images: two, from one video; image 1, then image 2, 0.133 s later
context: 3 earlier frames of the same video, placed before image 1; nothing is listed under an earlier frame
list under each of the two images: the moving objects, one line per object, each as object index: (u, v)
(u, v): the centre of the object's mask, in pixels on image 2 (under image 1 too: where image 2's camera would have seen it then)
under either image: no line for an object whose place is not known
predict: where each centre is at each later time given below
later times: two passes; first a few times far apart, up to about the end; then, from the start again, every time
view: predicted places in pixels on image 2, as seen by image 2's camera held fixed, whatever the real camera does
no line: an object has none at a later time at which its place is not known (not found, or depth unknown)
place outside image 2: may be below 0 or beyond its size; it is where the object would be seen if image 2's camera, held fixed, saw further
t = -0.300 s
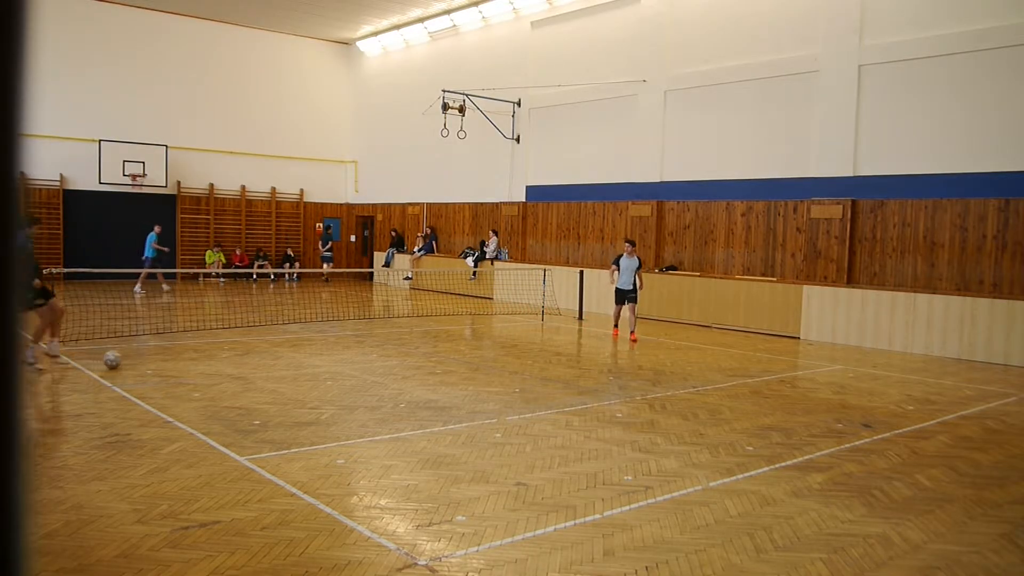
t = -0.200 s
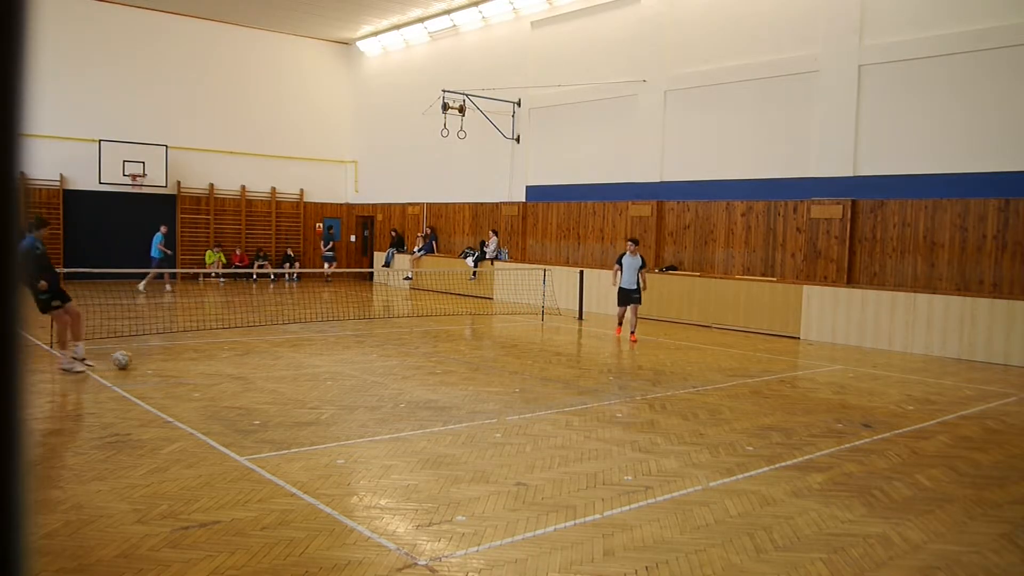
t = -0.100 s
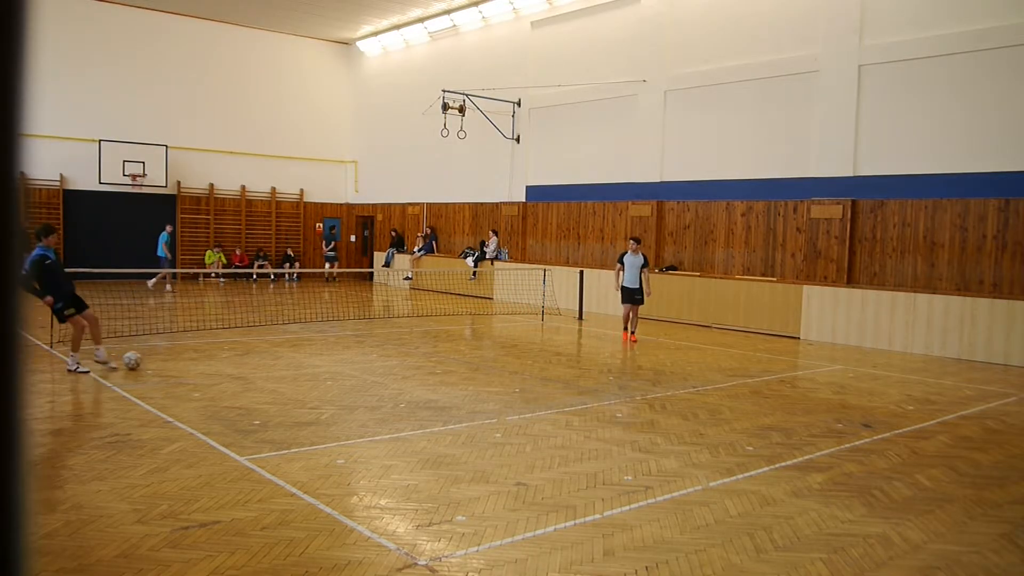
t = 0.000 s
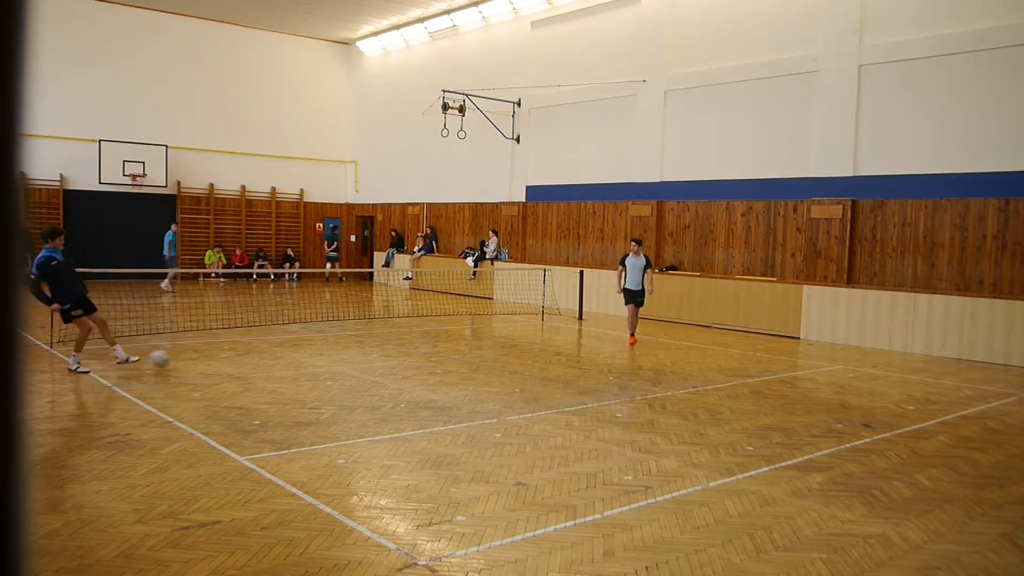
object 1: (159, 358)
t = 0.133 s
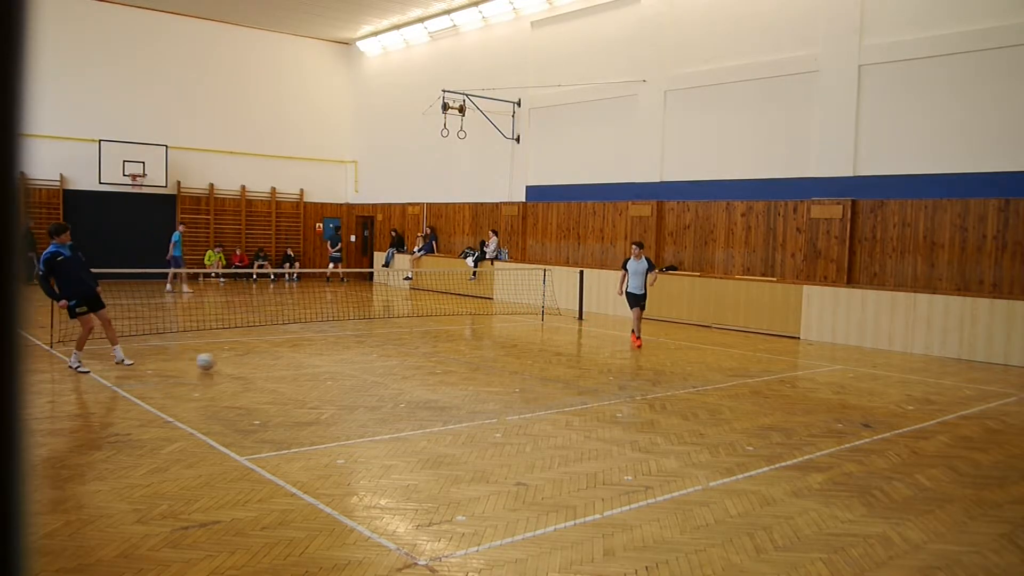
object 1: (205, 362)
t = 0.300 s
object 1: (246, 364)
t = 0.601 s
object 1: (309, 367)
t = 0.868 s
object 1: (362, 367)
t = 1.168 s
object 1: (419, 368)
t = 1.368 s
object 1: (457, 368)
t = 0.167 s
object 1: (213, 362)
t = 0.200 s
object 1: (222, 362)
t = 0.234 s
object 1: (231, 364)
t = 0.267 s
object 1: (239, 364)
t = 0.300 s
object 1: (246, 364)
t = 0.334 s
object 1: (252, 364)
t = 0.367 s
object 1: (259, 366)
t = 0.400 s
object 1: (267, 365)
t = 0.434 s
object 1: (274, 366)
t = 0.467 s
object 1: (281, 366)
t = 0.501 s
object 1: (288, 366)
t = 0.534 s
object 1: (295, 367)
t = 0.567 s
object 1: (302, 366)
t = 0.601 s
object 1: (309, 367)
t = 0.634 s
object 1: (315, 367)
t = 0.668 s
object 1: (322, 367)
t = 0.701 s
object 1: (329, 368)
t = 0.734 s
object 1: (336, 367)
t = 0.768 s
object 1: (343, 367)
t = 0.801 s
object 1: (349, 368)
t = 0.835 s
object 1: (356, 368)
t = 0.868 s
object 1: (362, 367)
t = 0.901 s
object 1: (369, 367)
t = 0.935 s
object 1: (375, 368)
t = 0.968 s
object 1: (382, 368)
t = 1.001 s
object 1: (388, 369)
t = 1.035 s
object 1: (395, 369)
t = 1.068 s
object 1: (401, 369)
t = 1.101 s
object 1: (408, 369)
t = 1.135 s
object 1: (414, 368)
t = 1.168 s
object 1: (419, 368)
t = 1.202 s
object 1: (426, 368)
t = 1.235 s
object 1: (432, 369)
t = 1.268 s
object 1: (438, 368)
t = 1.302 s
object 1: (444, 368)
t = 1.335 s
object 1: (451, 369)
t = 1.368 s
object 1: (457, 368)
